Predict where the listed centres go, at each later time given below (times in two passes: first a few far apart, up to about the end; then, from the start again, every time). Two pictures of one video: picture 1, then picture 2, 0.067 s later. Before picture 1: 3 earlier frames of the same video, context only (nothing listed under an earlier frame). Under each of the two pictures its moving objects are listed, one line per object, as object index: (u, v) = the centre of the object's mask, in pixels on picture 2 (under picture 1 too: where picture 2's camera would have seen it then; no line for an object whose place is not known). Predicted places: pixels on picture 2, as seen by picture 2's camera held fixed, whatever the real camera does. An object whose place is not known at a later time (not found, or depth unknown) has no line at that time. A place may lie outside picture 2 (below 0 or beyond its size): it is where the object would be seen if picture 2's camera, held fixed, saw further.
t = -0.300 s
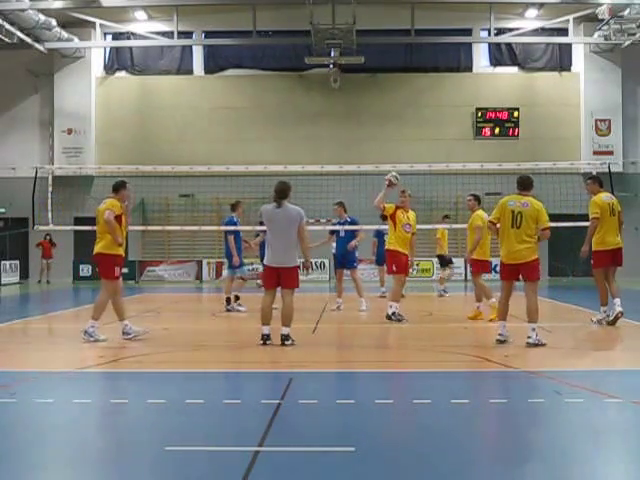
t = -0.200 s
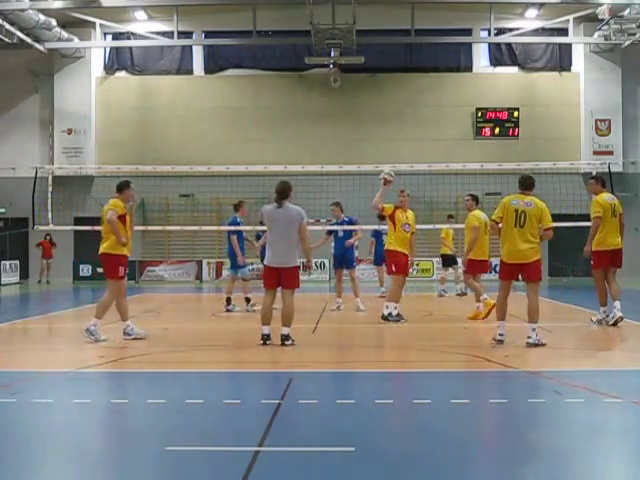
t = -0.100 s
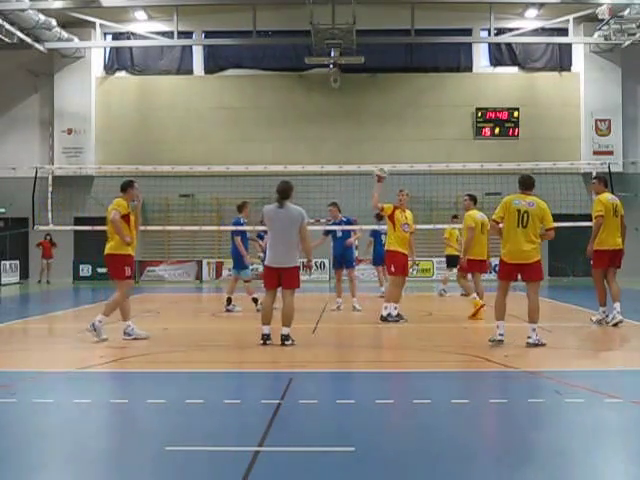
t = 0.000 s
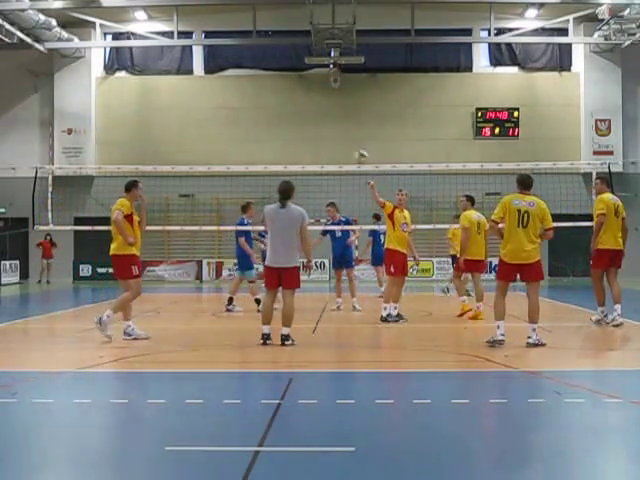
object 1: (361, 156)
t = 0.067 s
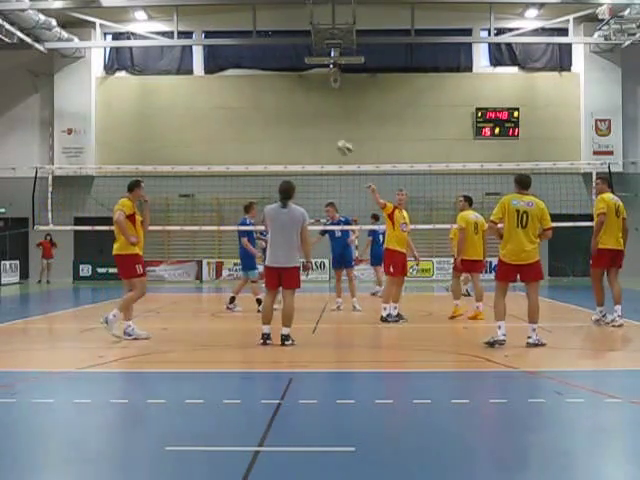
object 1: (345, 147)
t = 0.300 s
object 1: (283, 137)
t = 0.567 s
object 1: (202, 181)
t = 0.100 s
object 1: (337, 144)
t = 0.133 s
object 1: (328, 141)
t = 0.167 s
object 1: (319, 138)
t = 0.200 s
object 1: (310, 136)
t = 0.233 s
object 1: (302, 136)
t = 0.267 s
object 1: (293, 136)
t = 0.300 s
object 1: (283, 137)
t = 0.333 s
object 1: (274, 140)
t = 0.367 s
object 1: (264, 142)
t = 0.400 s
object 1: (255, 148)
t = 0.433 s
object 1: (246, 152)
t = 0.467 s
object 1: (234, 158)
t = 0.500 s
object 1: (225, 164)
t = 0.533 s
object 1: (212, 172)
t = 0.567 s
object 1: (202, 181)
